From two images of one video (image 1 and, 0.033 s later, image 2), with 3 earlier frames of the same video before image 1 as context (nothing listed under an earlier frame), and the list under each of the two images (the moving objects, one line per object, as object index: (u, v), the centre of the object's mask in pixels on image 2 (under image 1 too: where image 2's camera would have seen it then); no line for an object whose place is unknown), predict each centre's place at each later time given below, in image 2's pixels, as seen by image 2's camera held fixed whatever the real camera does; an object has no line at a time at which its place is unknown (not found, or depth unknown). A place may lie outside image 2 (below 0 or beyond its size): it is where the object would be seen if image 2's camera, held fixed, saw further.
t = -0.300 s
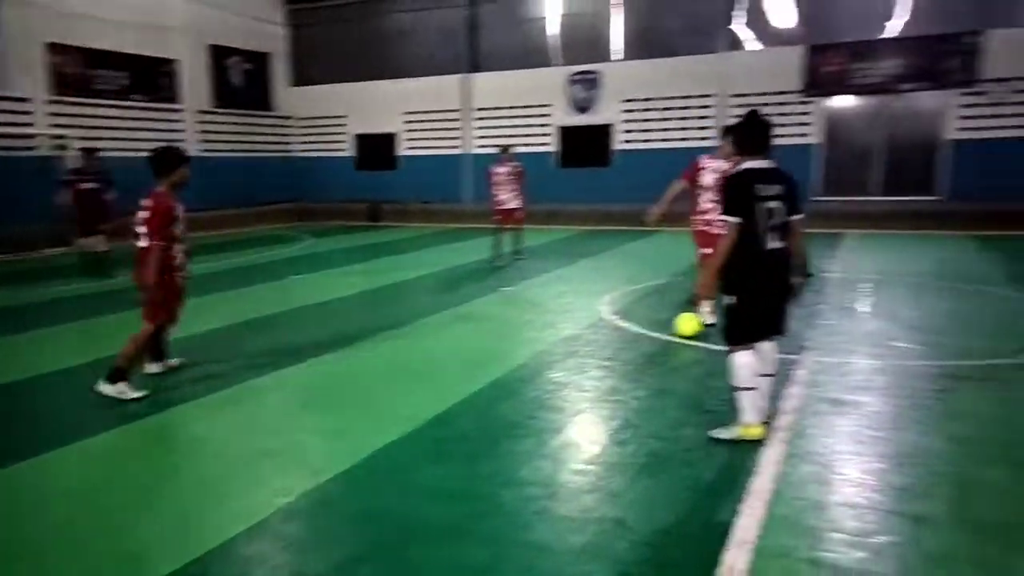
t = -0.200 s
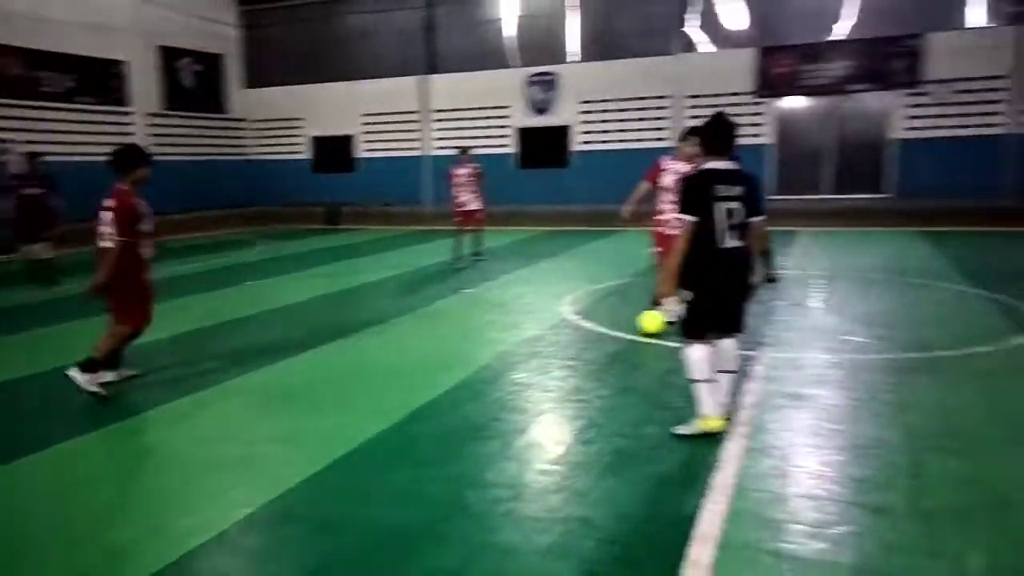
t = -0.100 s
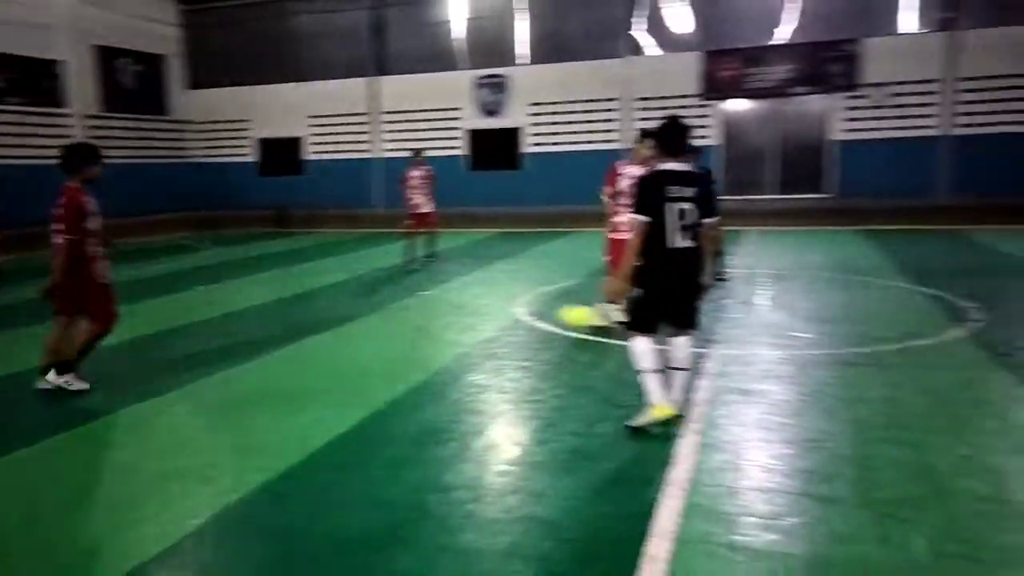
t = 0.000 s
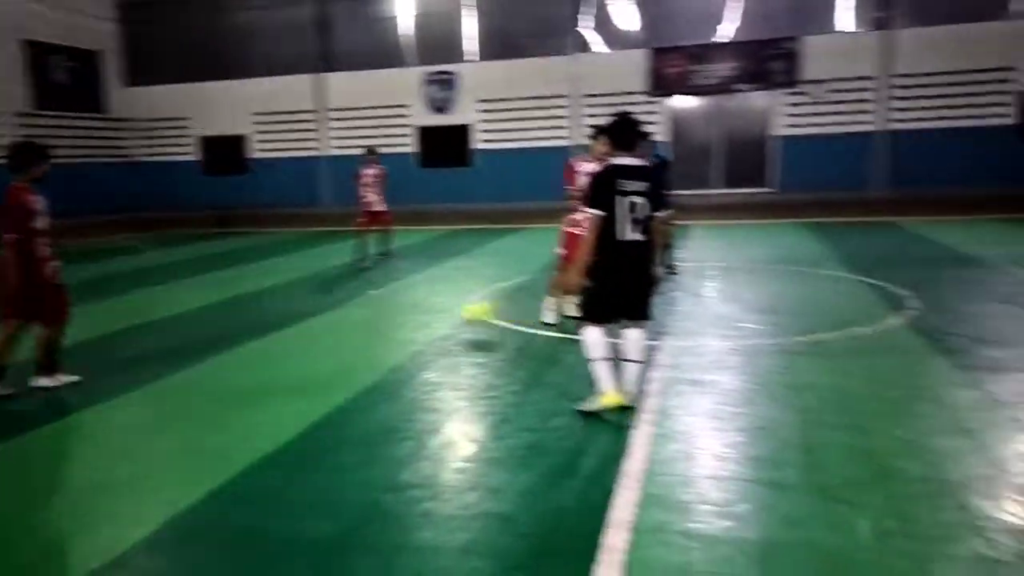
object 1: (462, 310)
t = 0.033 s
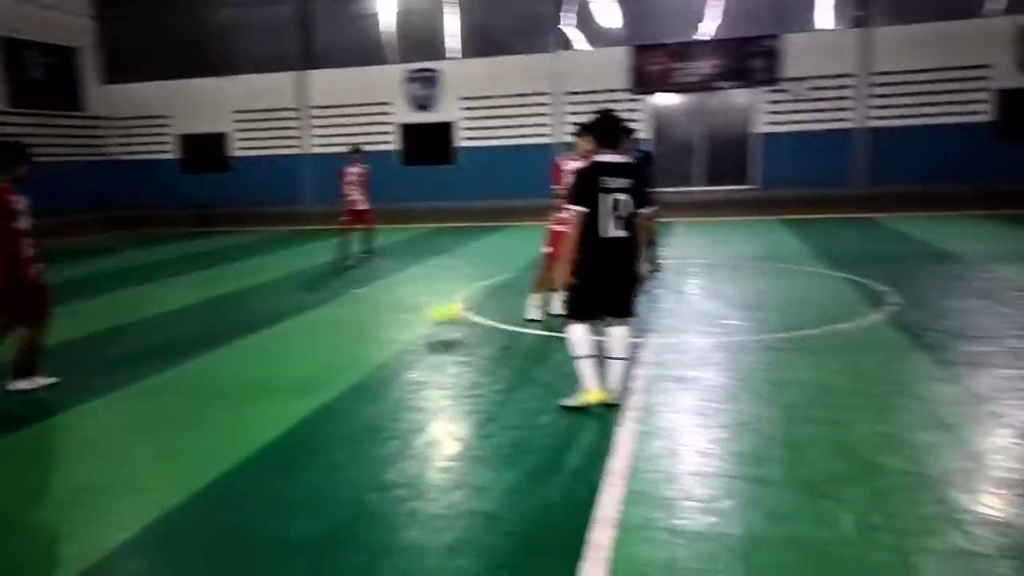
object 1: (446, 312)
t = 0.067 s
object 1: (425, 317)
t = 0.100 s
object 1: (407, 323)
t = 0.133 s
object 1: (389, 329)
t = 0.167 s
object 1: (375, 327)
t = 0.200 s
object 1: (359, 326)
